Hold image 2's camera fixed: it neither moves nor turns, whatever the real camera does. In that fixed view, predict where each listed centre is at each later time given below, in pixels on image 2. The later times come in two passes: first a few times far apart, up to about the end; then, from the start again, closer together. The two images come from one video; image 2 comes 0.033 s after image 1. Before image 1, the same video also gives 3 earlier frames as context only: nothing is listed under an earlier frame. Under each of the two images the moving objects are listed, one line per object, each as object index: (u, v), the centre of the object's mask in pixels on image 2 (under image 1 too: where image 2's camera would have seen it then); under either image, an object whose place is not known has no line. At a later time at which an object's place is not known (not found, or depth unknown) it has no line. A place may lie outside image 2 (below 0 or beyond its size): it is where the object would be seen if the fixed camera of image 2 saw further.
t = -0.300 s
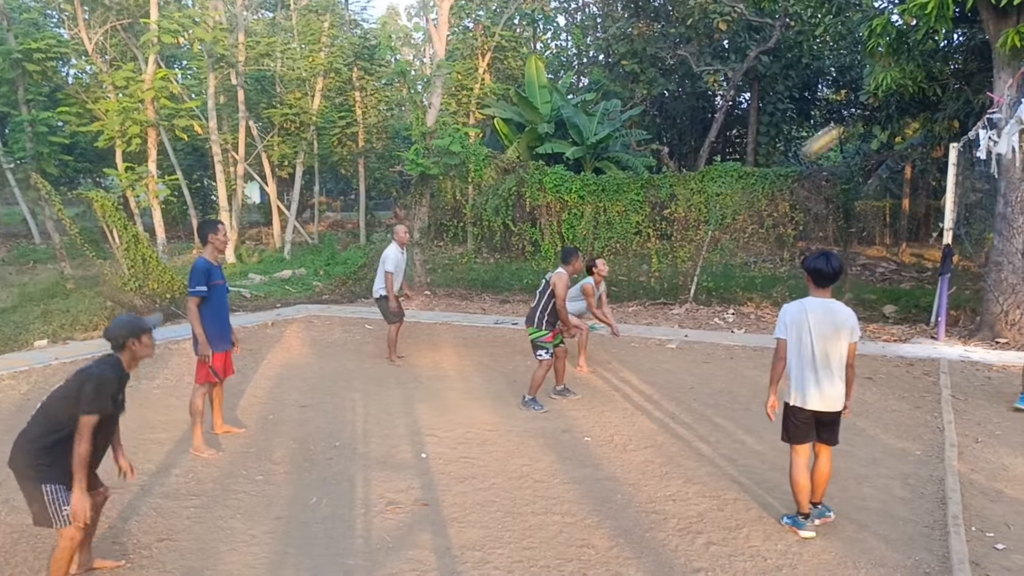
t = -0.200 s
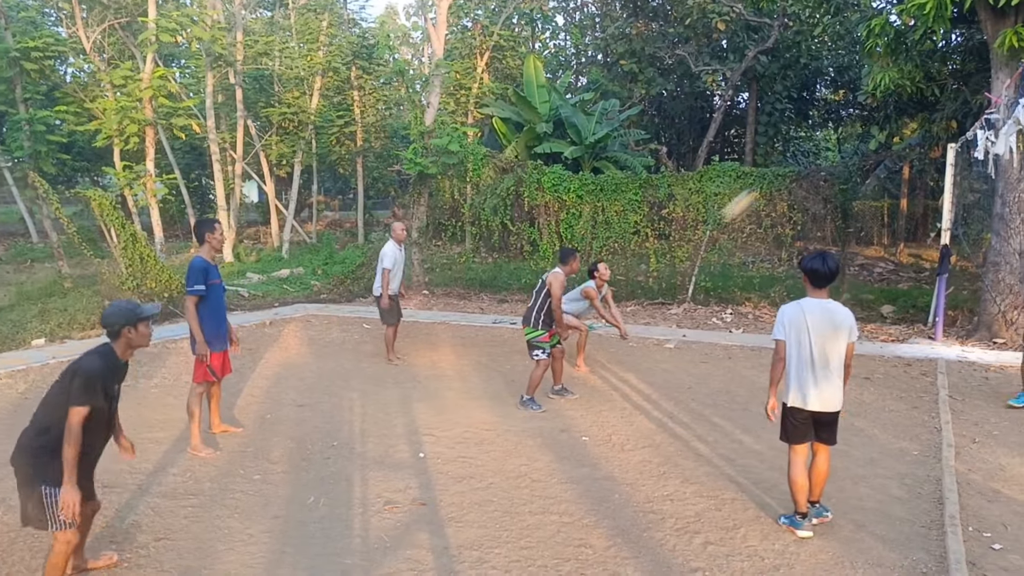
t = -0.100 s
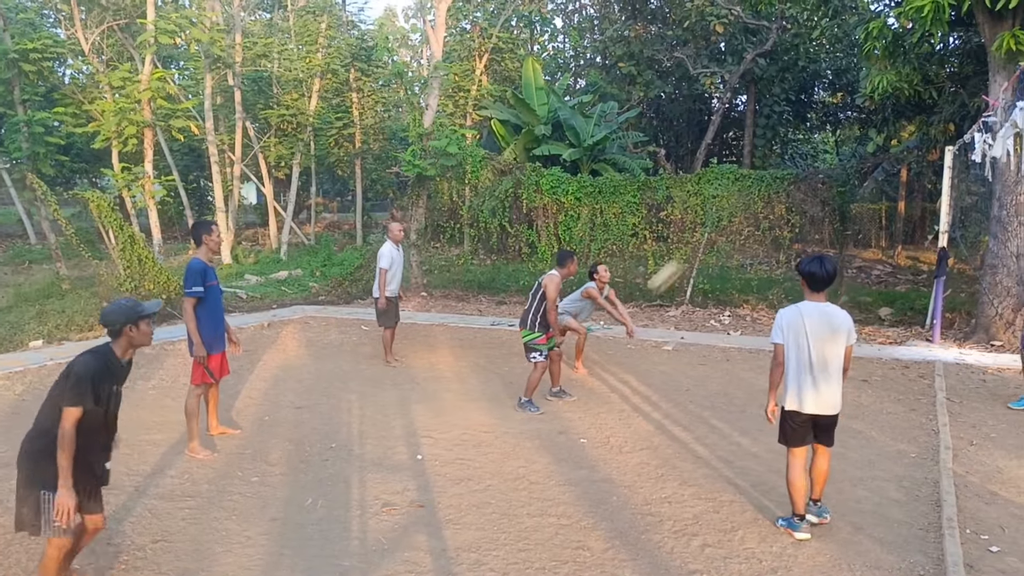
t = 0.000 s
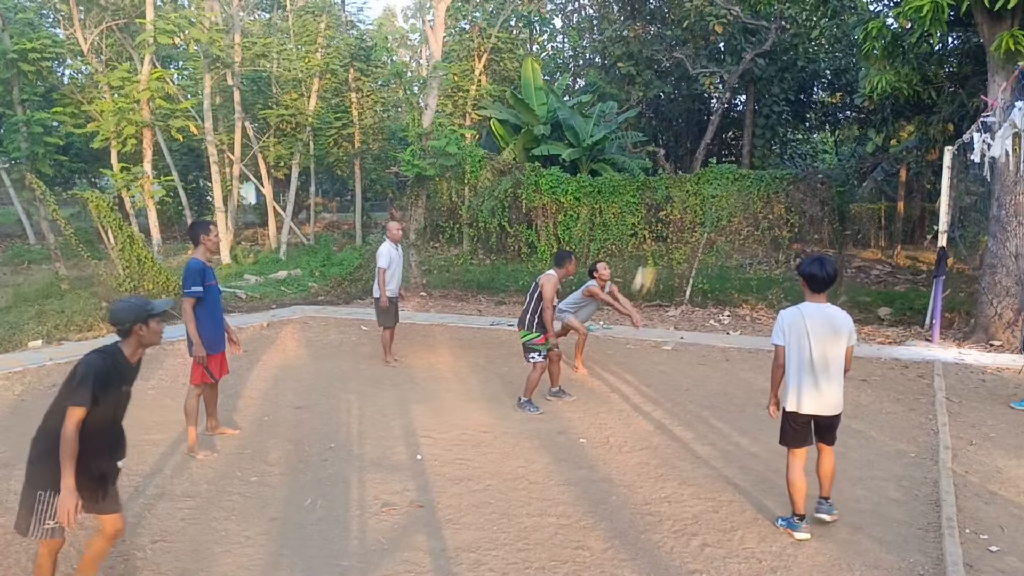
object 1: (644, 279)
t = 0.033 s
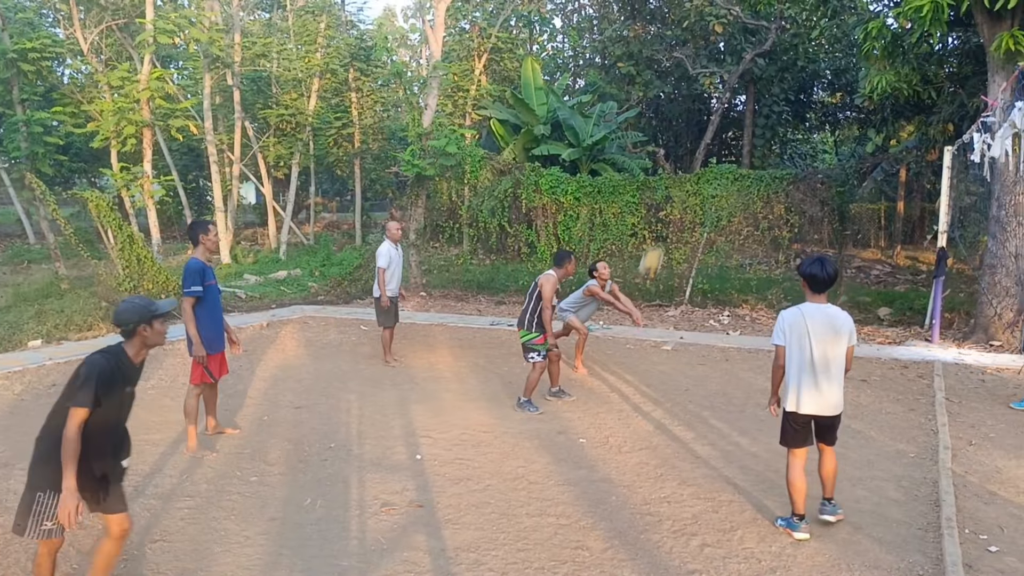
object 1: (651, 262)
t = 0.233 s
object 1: (698, 162)
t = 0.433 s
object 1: (756, 88)
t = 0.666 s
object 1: (835, 49)
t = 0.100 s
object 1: (667, 225)
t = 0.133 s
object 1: (674, 208)
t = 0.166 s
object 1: (682, 192)
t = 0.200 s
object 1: (690, 176)
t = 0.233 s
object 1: (698, 162)
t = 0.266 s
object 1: (708, 147)
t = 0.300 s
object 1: (717, 133)
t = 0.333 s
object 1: (725, 120)
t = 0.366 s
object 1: (734, 111)
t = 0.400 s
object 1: (745, 98)
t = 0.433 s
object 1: (756, 88)
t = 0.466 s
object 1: (765, 79)
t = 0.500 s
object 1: (776, 71)
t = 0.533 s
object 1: (786, 64)
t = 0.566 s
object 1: (798, 60)
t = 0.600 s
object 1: (809, 55)
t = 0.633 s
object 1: (822, 52)
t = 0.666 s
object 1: (835, 49)
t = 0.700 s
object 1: (847, 50)
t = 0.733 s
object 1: (860, 53)
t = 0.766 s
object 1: (873, 56)
